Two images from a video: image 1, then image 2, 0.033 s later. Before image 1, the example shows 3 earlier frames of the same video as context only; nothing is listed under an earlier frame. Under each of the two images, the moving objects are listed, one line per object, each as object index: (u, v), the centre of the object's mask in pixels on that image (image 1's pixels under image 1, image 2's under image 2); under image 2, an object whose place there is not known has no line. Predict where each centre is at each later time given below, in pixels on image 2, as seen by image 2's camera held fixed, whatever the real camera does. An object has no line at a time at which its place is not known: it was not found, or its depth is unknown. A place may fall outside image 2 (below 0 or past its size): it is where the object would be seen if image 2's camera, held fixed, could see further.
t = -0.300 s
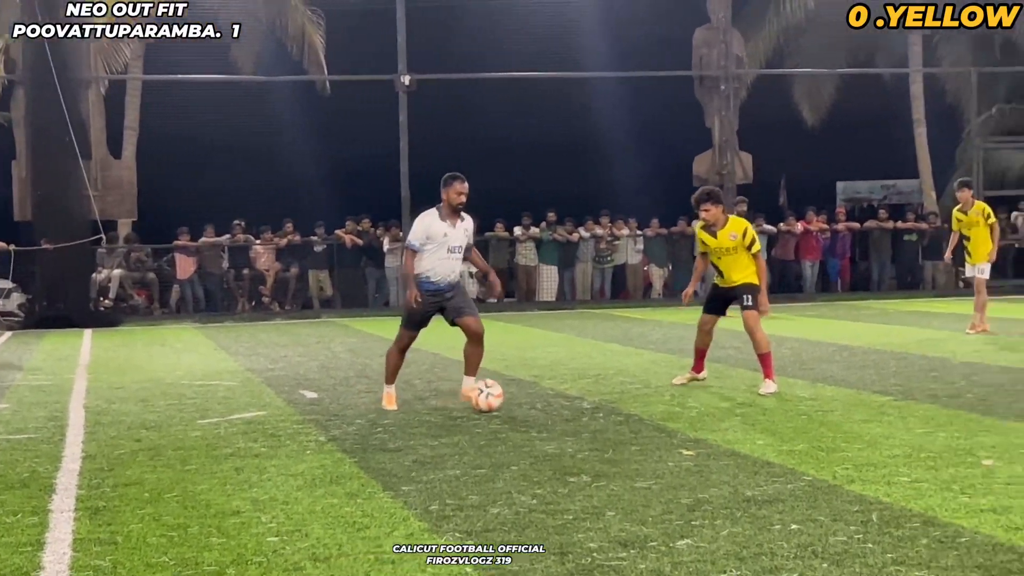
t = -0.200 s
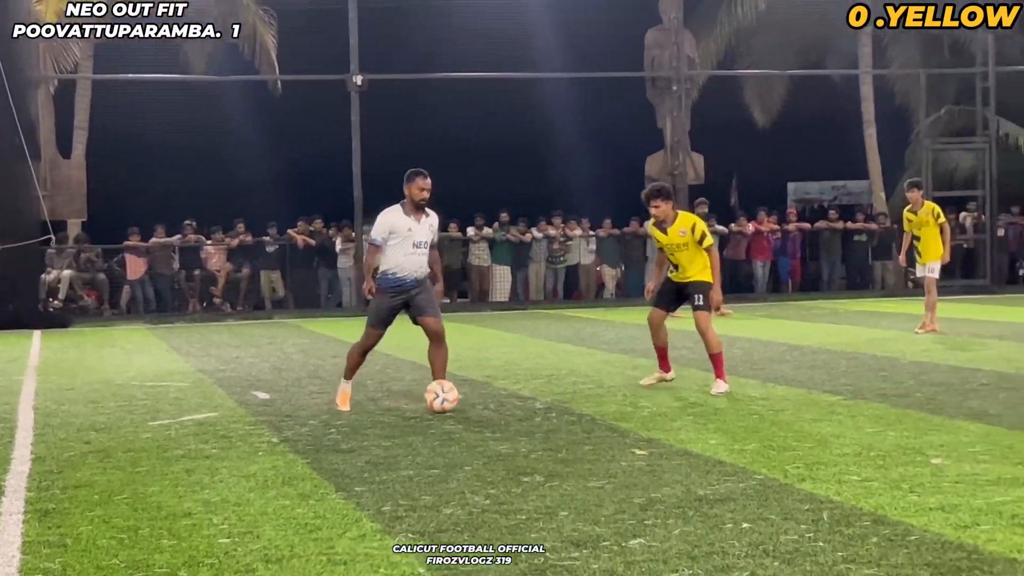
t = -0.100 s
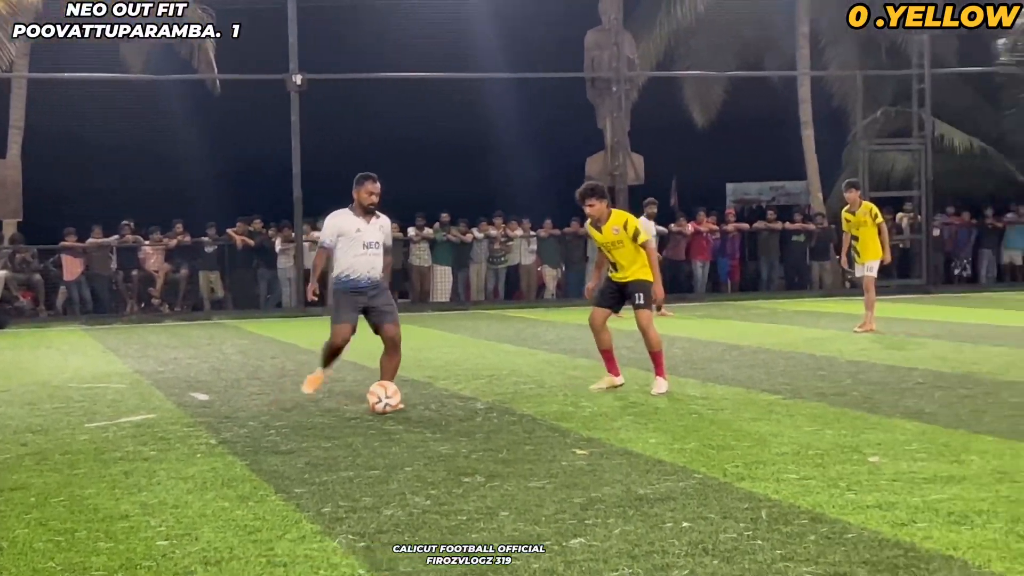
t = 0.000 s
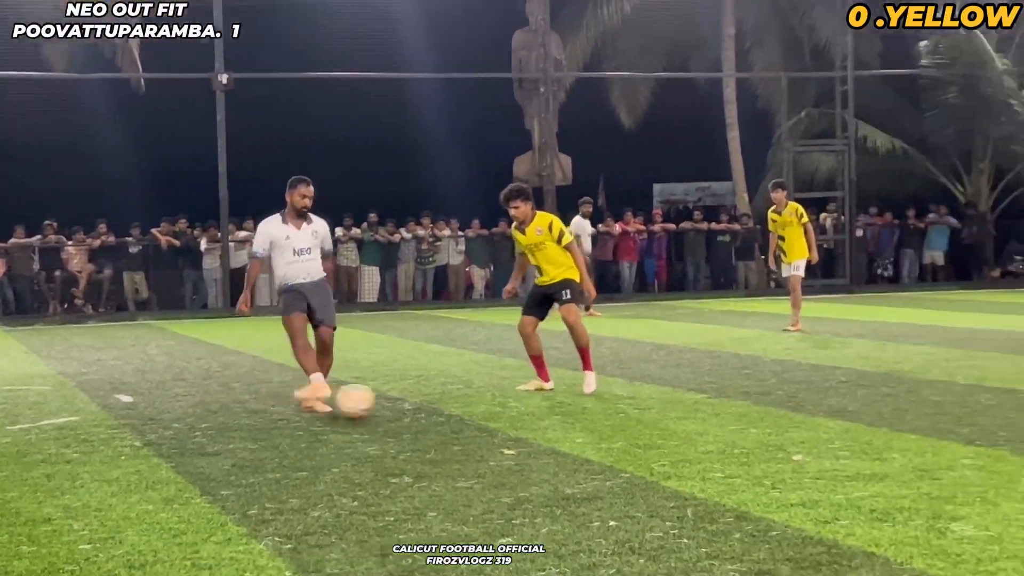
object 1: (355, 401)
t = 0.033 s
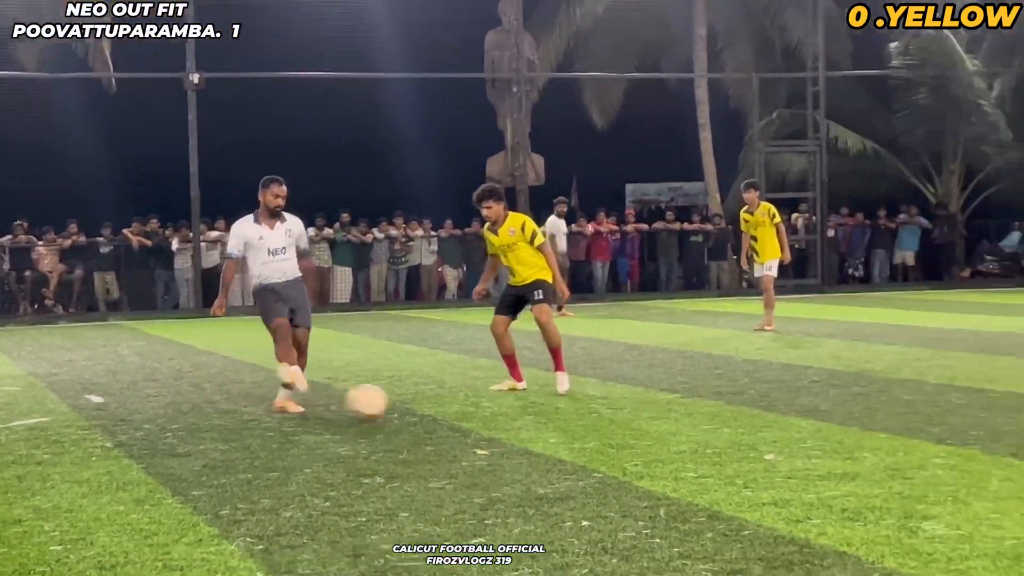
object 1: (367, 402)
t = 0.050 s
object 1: (387, 402)
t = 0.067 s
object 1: (408, 405)
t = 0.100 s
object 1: (451, 407)
